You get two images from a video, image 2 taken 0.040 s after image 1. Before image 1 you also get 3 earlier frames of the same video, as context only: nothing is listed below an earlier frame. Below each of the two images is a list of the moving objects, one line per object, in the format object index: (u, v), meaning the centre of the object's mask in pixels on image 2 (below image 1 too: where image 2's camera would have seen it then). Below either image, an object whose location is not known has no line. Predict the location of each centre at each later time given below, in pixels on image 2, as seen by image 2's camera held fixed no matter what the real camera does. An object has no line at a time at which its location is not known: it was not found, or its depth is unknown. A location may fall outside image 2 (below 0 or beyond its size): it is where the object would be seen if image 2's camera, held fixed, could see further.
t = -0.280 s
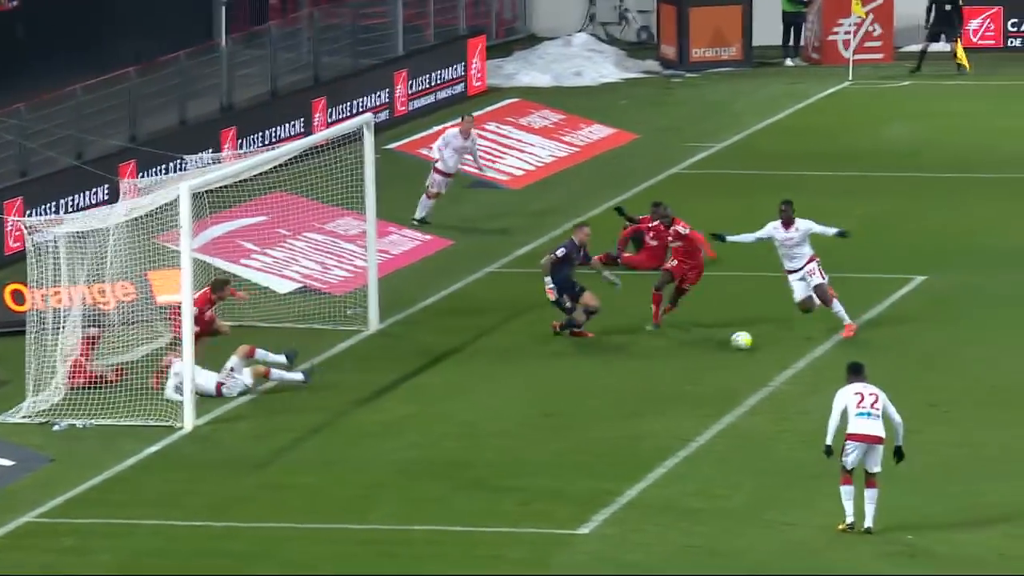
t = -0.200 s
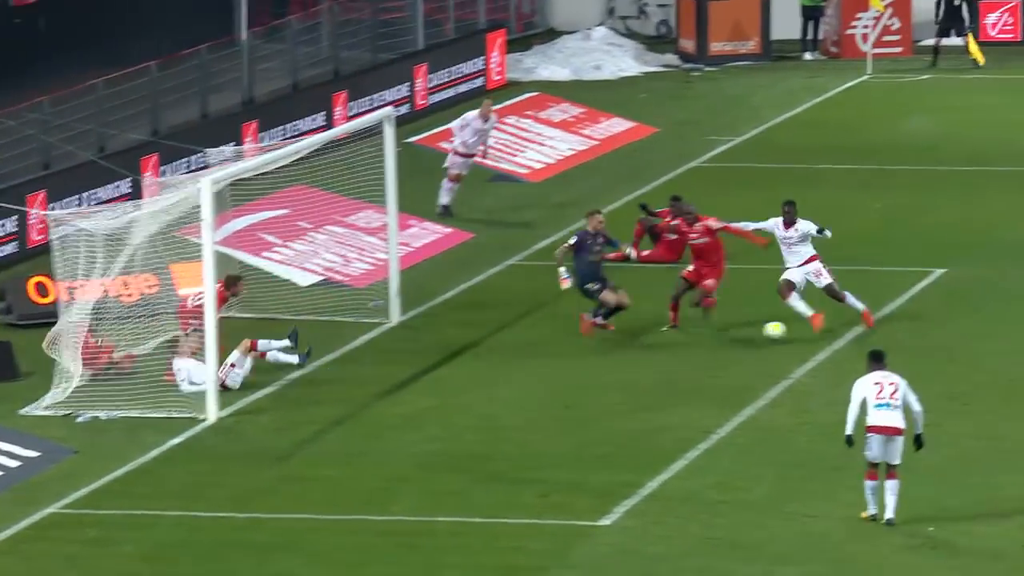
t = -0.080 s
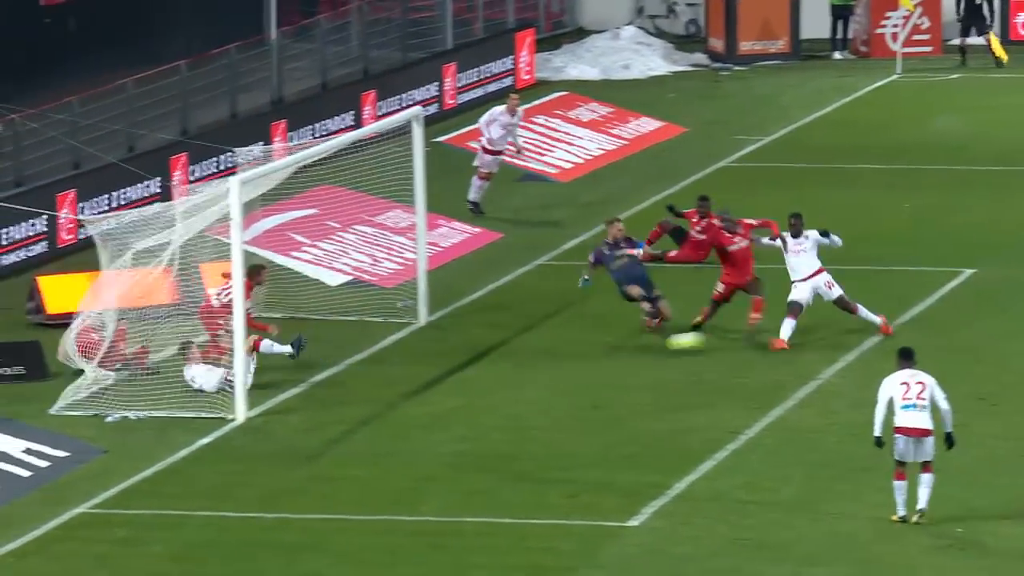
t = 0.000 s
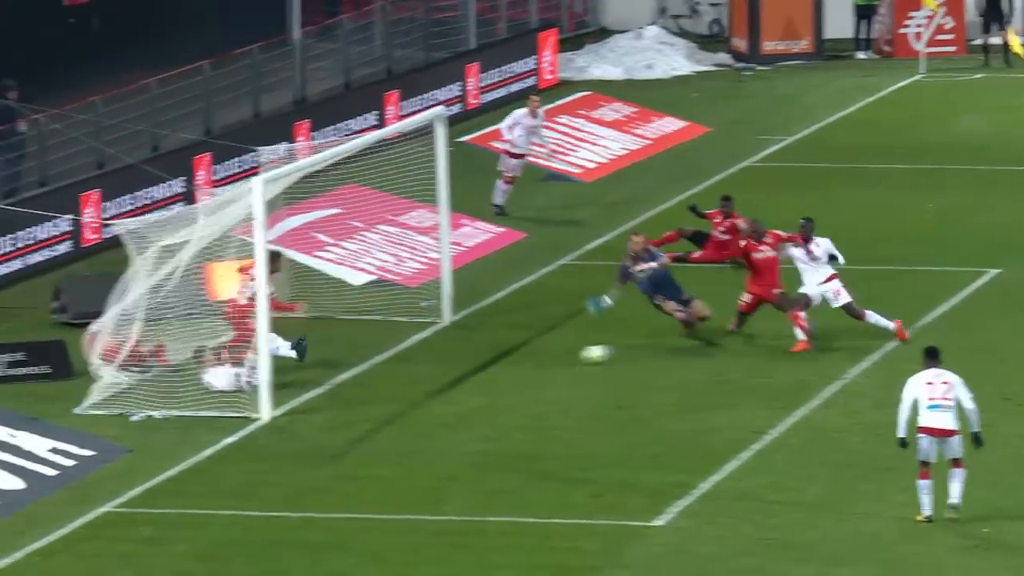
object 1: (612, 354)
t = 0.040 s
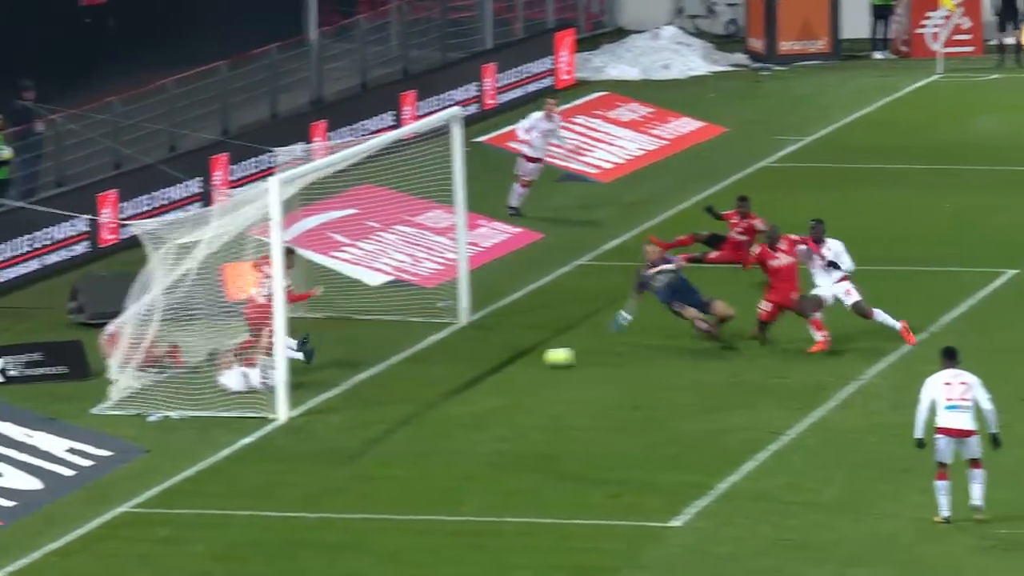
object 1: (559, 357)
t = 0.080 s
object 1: (508, 359)
